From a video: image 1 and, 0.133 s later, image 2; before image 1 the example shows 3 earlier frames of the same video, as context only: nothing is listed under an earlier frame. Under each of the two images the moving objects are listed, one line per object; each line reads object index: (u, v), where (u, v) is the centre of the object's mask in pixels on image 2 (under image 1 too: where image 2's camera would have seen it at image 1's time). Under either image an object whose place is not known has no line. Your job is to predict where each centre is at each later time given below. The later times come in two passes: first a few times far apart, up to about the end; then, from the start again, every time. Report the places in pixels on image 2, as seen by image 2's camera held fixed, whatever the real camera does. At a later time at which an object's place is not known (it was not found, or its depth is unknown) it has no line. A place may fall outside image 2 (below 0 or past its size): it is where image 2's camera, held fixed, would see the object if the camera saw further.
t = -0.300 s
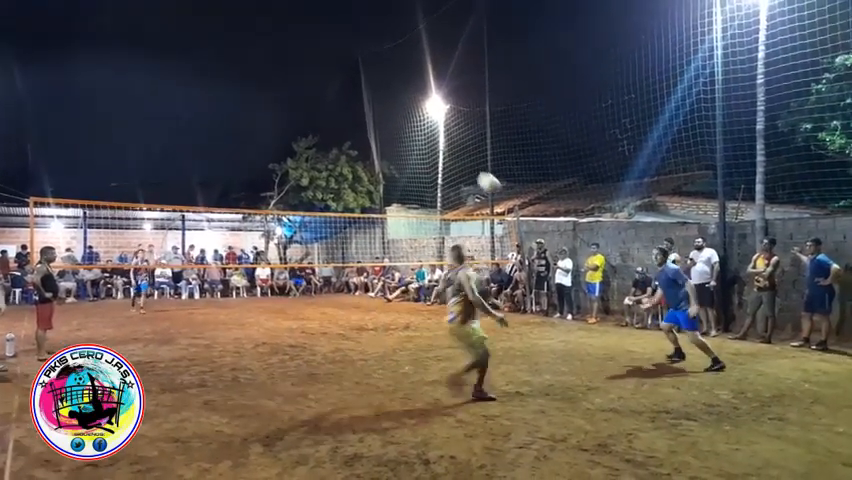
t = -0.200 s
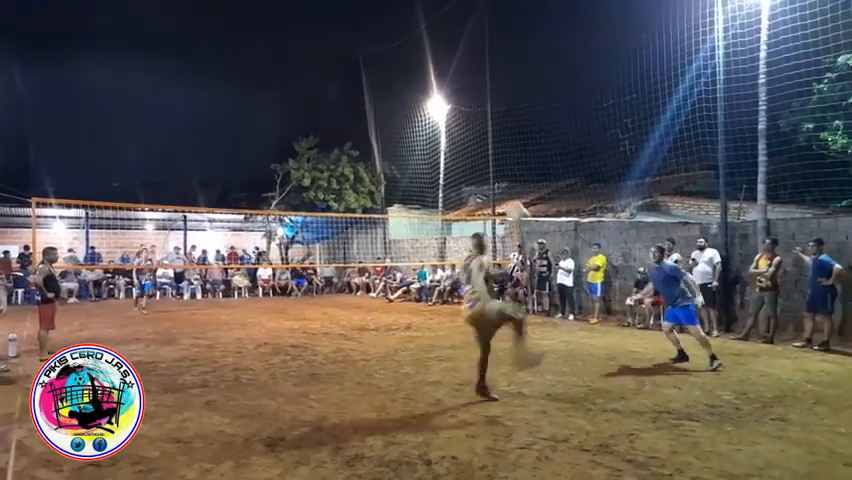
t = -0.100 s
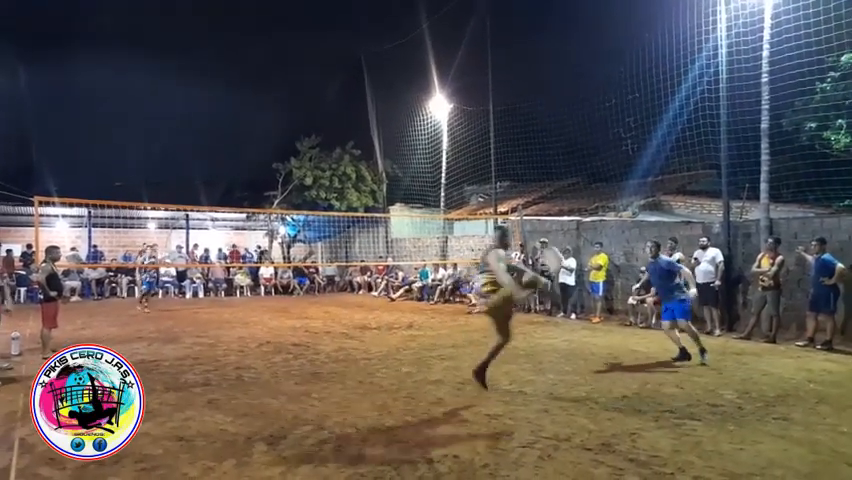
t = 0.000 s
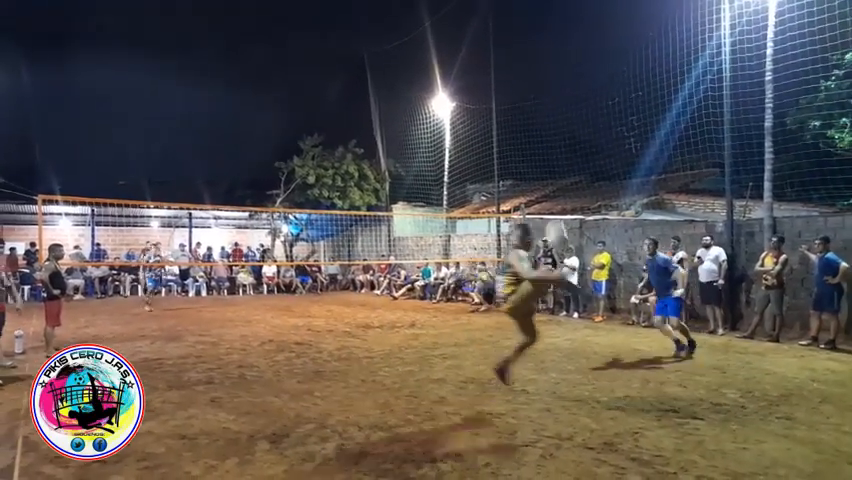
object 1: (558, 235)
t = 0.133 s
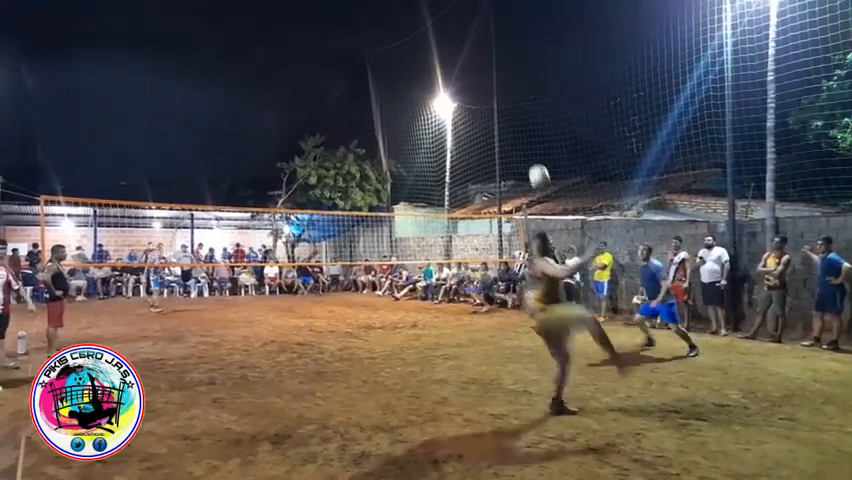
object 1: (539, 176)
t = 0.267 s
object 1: (523, 142)
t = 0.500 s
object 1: (502, 123)
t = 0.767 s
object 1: (485, 145)
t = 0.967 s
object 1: (475, 184)
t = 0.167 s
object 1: (535, 166)
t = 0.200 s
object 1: (531, 156)
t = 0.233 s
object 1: (527, 149)
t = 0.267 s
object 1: (523, 142)
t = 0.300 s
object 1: (520, 136)
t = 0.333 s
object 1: (516, 132)
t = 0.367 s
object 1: (513, 128)
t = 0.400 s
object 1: (510, 126)
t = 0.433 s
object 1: (507, 124)
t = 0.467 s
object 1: (505, 123)
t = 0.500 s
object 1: (502, 123)
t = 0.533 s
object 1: (499, 123)
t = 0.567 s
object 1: (497, 125)
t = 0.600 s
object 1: (495, 126)
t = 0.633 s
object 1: (493, 129)
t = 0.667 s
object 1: (490, 133)
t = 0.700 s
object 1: (488, 136)
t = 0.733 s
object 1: (486, 141)
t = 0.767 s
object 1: (485, 145)
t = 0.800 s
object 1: (483, 150)
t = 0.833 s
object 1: (481, 156)
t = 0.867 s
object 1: (479, 163)
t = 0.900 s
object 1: (477, 169)
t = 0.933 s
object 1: (476, 176)
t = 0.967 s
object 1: (475, 184)
